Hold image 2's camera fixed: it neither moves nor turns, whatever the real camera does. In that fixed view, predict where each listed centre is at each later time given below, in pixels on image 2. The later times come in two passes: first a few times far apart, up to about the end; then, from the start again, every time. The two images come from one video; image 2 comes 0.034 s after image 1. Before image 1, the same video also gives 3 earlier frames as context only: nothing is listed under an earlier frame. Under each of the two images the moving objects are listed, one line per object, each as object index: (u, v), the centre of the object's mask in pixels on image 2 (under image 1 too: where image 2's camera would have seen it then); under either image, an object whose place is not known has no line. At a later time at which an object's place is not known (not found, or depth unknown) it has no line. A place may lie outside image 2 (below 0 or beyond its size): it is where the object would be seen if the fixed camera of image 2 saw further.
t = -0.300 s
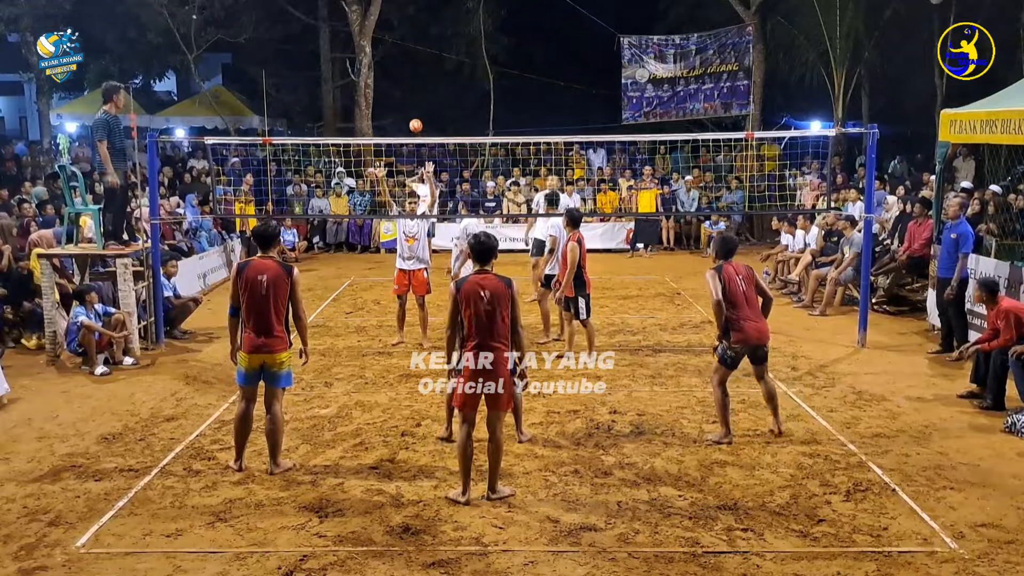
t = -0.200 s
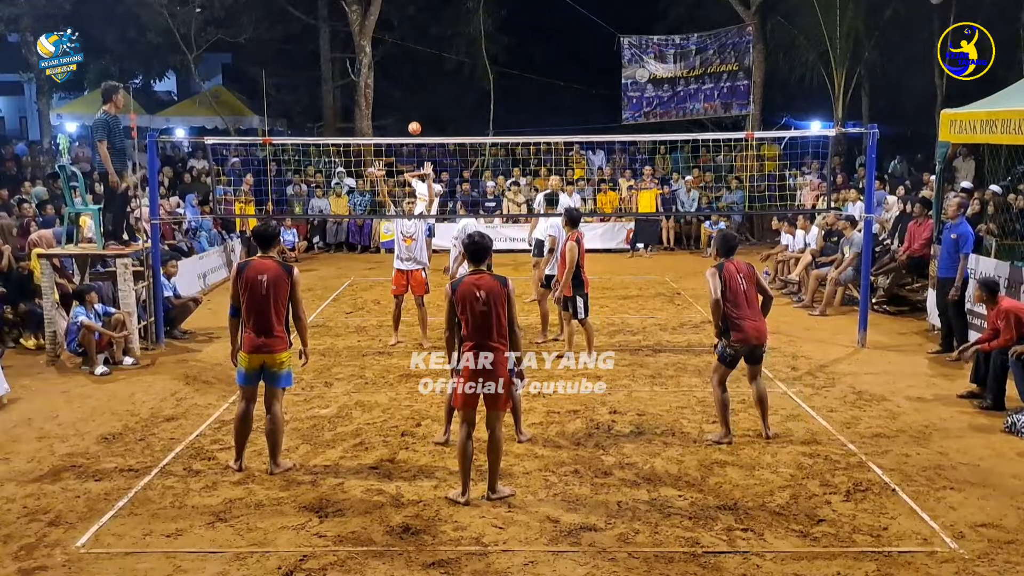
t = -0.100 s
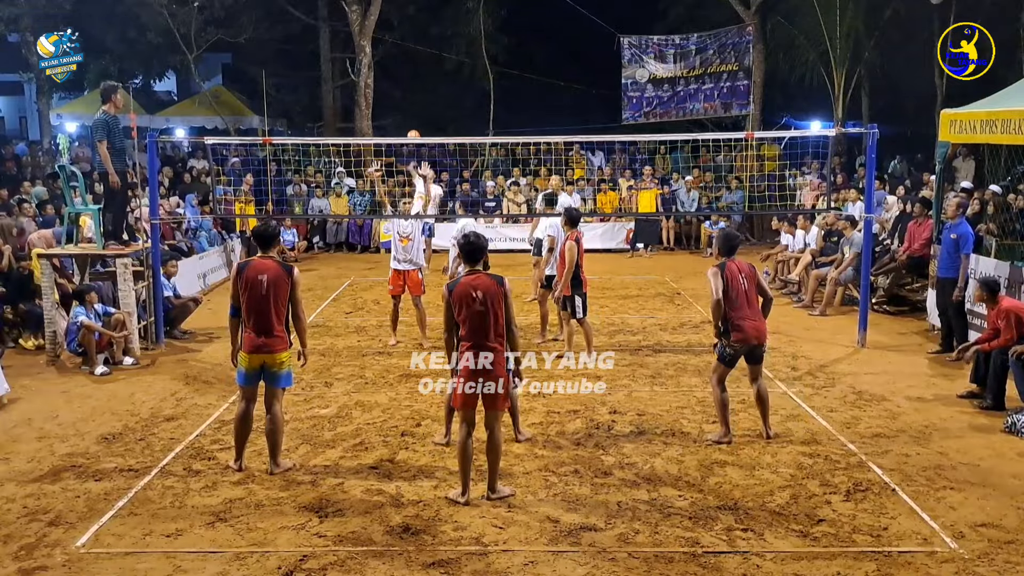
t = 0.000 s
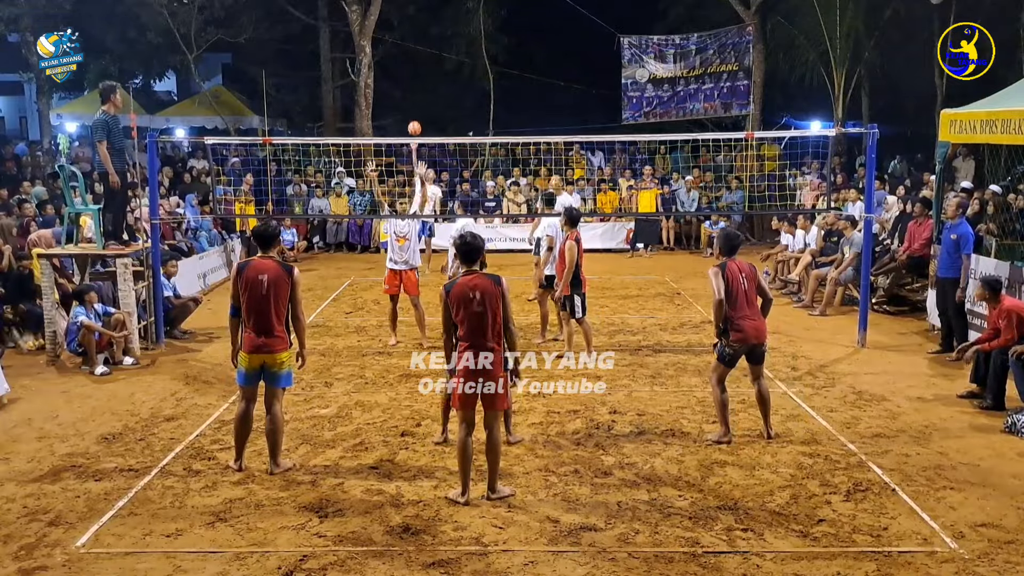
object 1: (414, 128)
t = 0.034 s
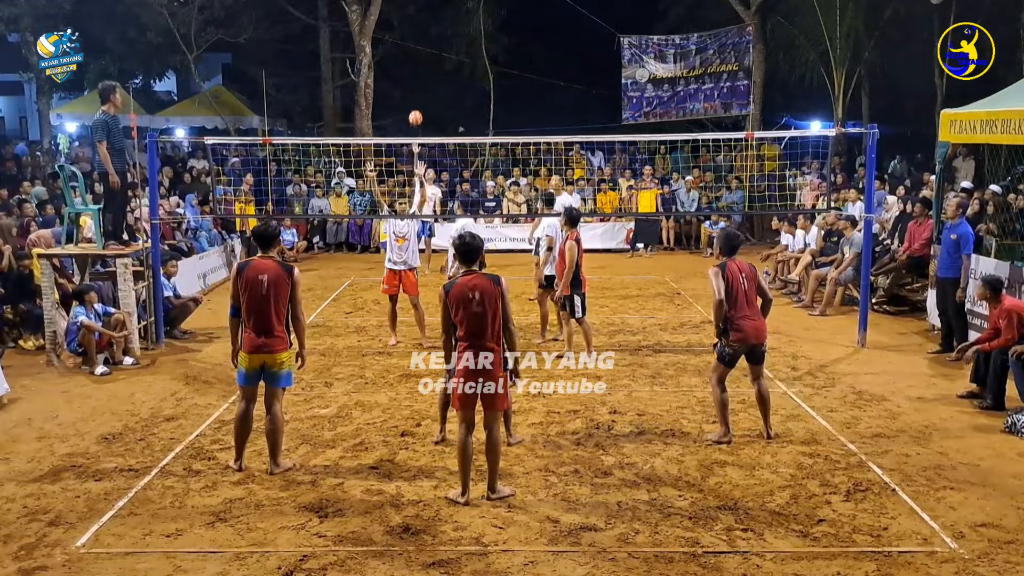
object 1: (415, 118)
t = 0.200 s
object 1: (420, 72)
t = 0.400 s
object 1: (426, 43)
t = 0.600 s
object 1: (434, 48)
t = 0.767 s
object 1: (443, 78)
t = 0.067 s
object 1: (416, 108)
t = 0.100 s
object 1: (417, 99)
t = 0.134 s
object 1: (418, 89)
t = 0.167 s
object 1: (420, 80)
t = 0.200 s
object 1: (420, 72)
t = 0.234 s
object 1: (421, 65)
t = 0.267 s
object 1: (422, 58)
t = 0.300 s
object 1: (423, 53)
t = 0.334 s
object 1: (424, 49)
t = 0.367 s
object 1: (425, 45)
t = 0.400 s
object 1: (426, 43)
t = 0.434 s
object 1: (427, 42)
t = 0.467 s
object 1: (429, 42)
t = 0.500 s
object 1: (430, 42)
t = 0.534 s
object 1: (431, 44)
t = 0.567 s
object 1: (433, 46)
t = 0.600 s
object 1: (434, 48)
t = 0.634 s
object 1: (436, 52)
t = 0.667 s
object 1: (438, 56)
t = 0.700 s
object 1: (440, 62)
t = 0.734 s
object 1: (441, 69)
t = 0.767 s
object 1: (443, 78)
